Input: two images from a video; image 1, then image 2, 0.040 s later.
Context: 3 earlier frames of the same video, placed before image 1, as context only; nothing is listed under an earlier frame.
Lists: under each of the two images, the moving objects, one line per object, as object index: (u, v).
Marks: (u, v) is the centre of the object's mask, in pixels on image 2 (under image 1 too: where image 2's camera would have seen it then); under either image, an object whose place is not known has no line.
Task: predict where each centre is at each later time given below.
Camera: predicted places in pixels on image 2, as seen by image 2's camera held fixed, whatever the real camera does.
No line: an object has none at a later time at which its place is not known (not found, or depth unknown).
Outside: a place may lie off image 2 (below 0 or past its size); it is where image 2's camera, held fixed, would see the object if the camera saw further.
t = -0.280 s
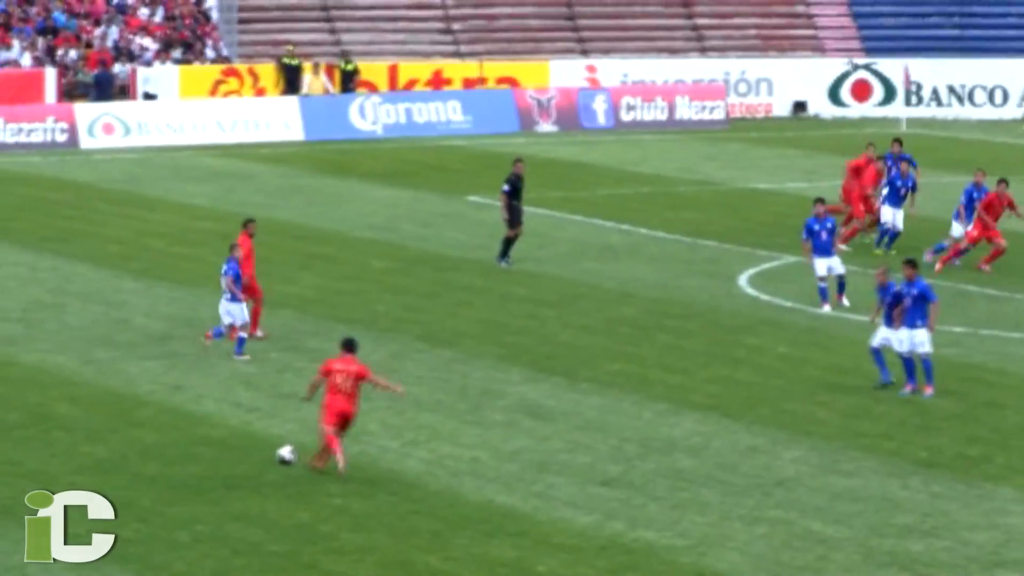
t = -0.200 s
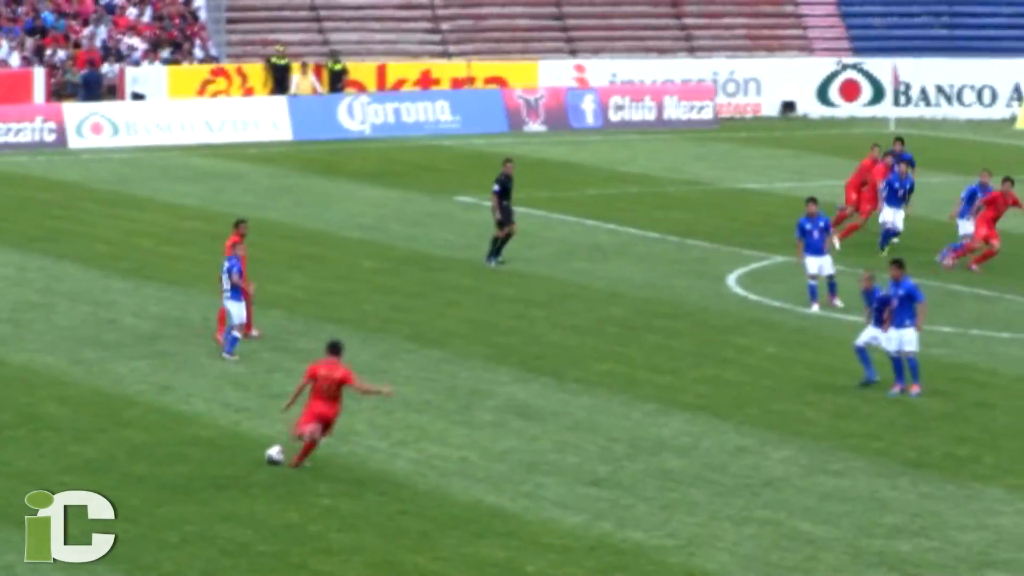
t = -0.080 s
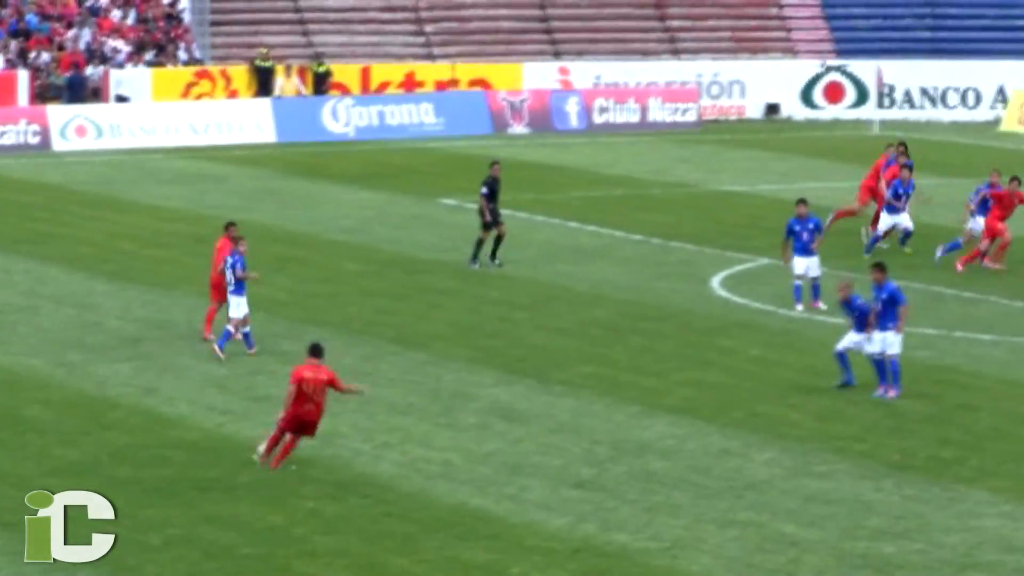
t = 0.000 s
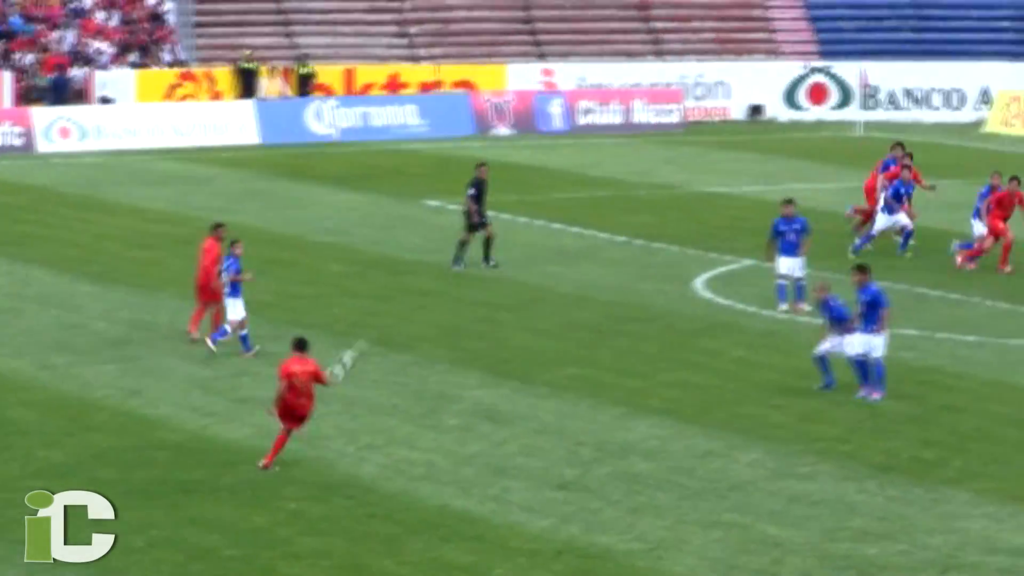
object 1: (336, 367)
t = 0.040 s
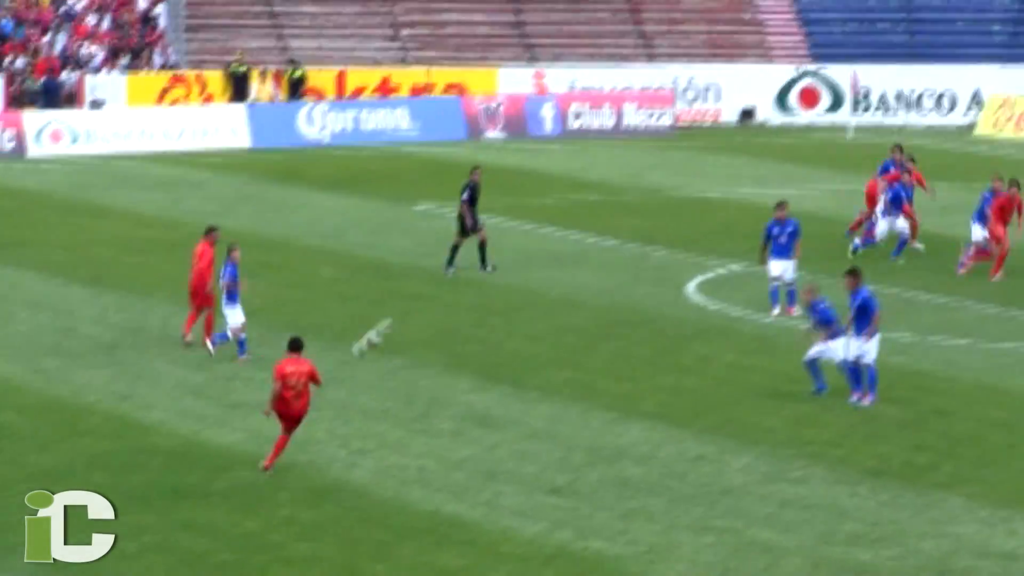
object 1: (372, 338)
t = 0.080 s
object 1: (409, 305)
